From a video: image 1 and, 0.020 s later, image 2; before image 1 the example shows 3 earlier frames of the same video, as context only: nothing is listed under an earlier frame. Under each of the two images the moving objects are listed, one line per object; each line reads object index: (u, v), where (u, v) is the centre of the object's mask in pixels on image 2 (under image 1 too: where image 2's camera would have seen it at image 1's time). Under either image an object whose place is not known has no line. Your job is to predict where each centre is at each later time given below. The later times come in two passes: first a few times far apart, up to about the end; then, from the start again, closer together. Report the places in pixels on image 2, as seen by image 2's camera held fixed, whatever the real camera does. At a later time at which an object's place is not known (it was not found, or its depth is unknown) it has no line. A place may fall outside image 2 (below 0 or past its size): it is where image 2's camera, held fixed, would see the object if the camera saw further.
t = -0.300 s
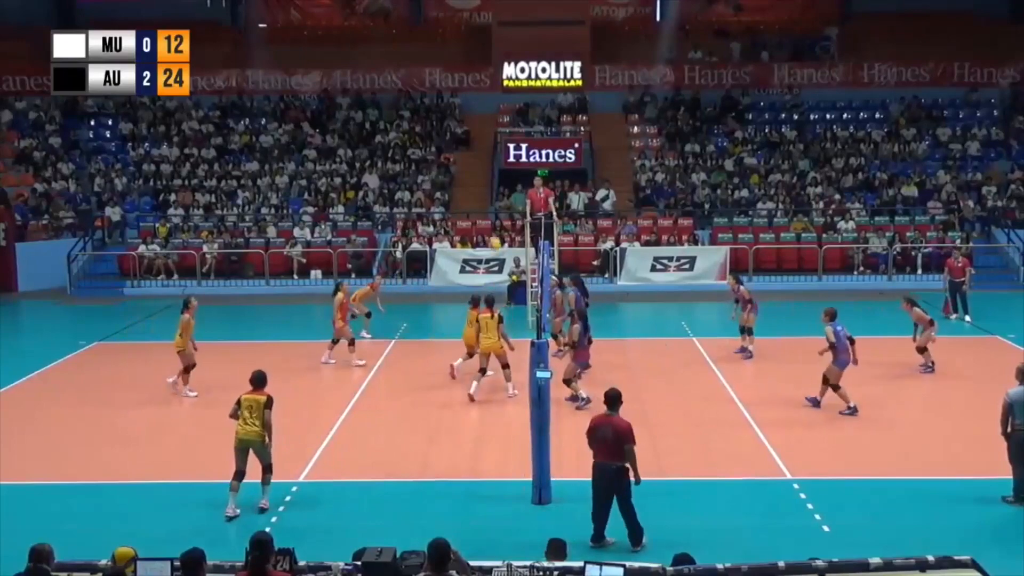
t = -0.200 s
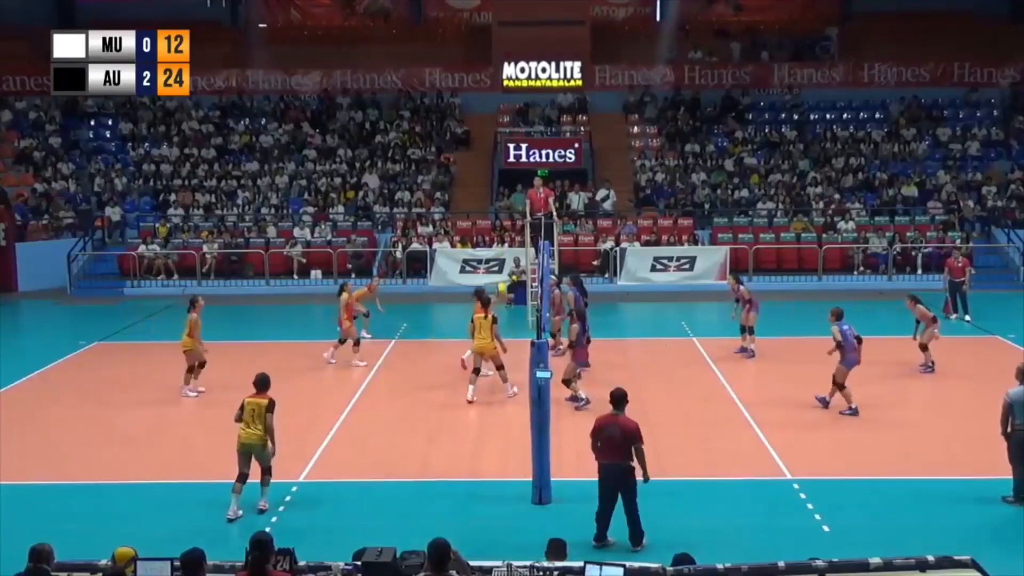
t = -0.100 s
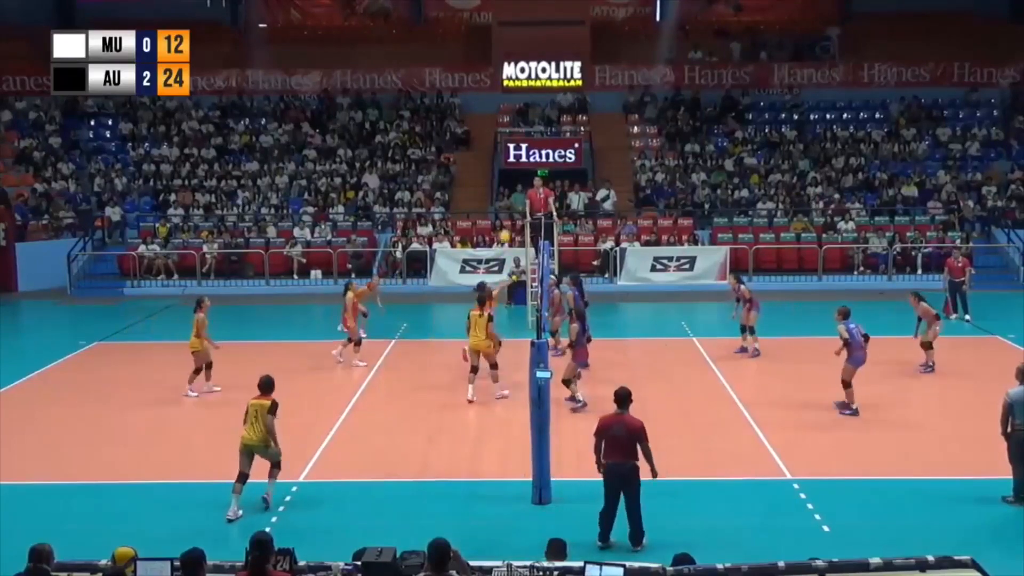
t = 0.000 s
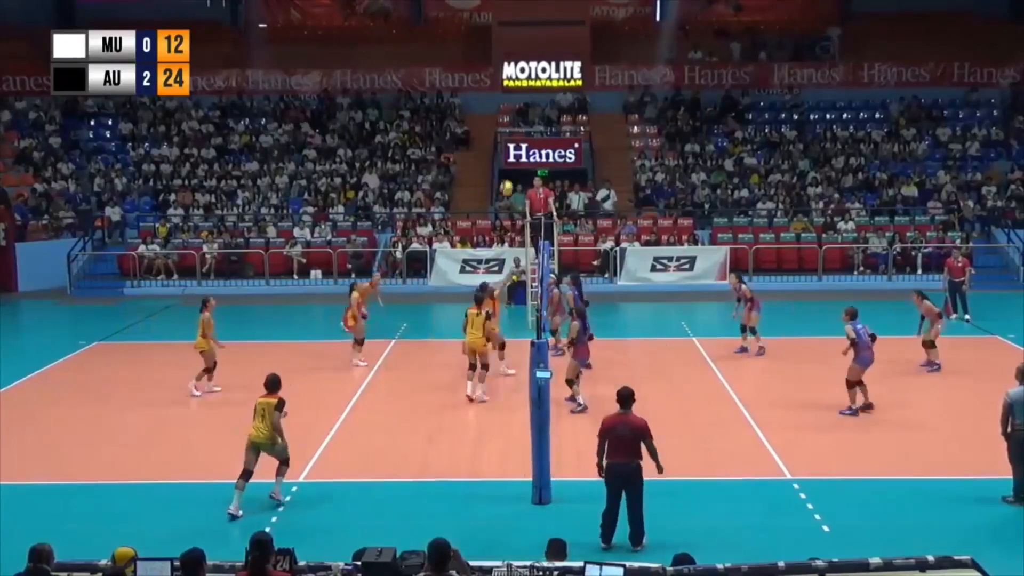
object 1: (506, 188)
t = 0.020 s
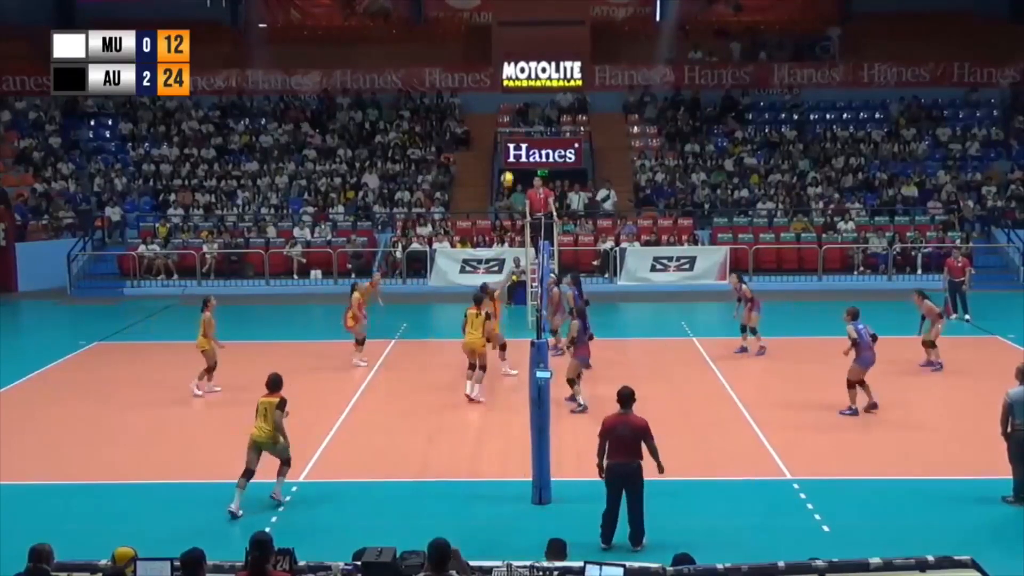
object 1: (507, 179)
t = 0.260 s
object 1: (514, 89)
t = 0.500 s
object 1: (523, 28)
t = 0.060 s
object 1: (508, 161)
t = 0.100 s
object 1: (509, 144)
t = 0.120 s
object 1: (510, 136)
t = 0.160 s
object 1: (511, 121)
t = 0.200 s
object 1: (512, 106)
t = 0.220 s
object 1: (513, 100)
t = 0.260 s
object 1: (514, 89)
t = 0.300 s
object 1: (517, 74)
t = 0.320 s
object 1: (517, 69)
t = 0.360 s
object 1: (518, 57)
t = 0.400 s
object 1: (519, 48)
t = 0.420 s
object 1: (520, 43)
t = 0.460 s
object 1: (522, 35)
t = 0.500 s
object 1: (523, 28)
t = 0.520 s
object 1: (524, 25)
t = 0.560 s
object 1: (525, 18)
